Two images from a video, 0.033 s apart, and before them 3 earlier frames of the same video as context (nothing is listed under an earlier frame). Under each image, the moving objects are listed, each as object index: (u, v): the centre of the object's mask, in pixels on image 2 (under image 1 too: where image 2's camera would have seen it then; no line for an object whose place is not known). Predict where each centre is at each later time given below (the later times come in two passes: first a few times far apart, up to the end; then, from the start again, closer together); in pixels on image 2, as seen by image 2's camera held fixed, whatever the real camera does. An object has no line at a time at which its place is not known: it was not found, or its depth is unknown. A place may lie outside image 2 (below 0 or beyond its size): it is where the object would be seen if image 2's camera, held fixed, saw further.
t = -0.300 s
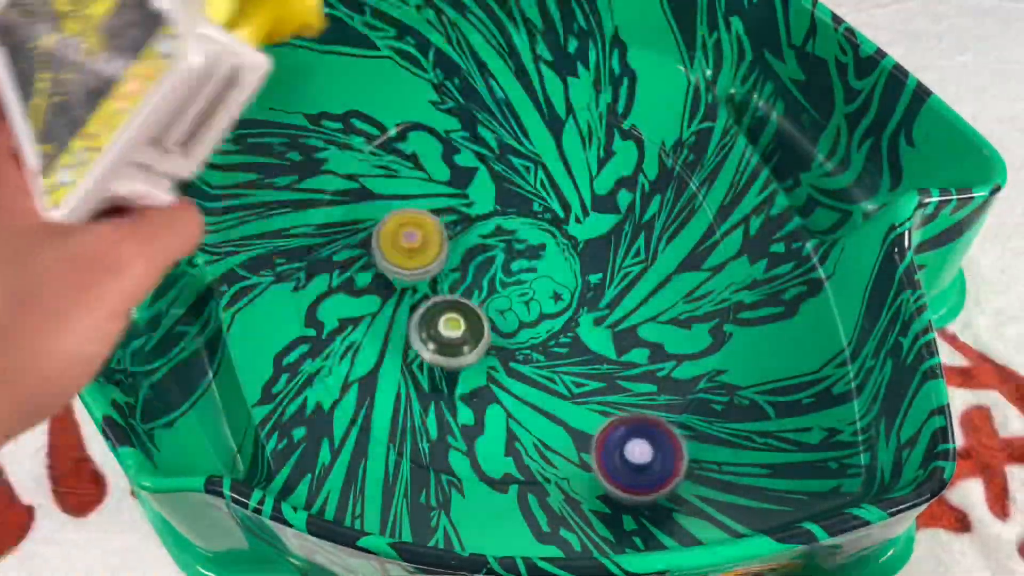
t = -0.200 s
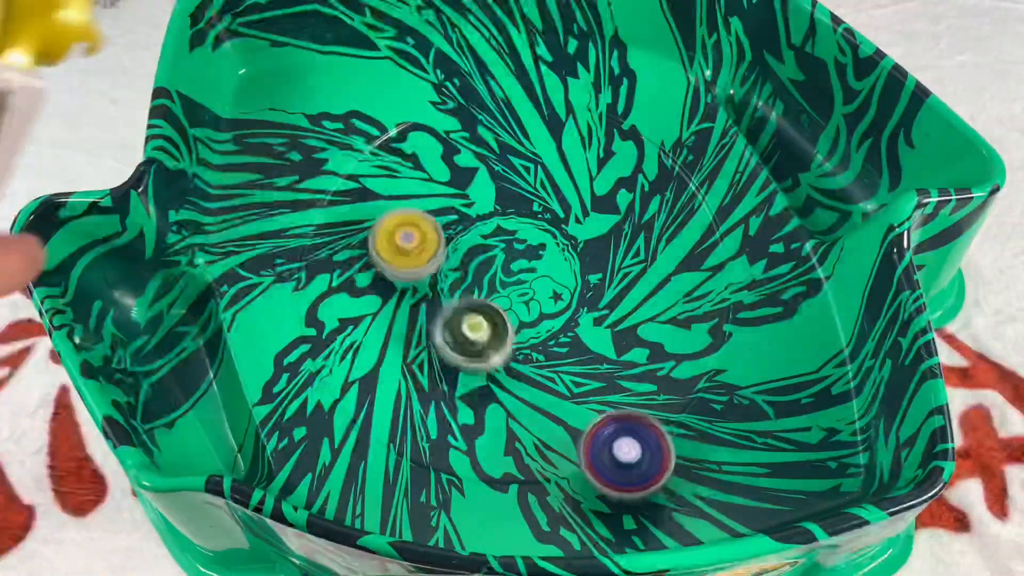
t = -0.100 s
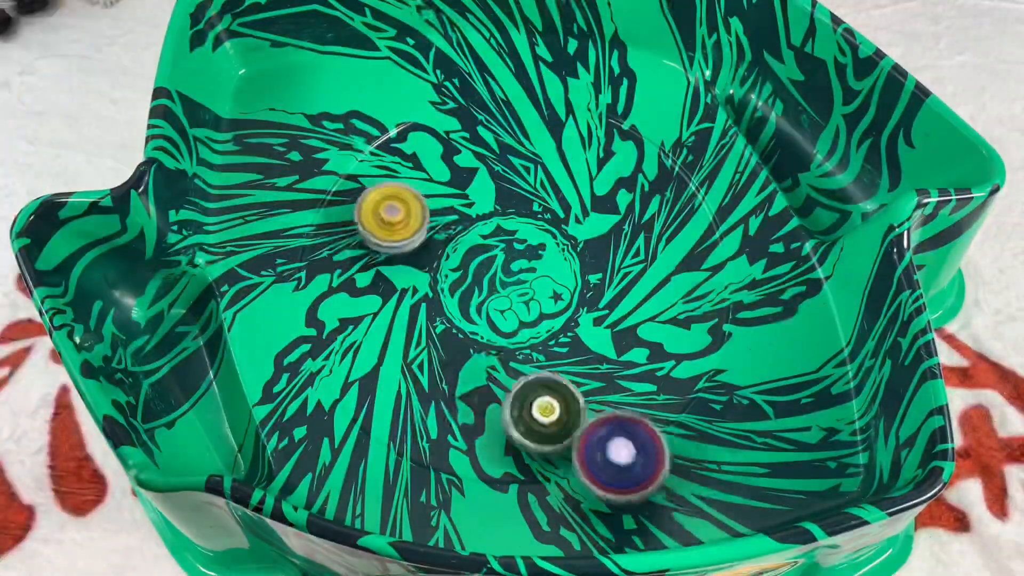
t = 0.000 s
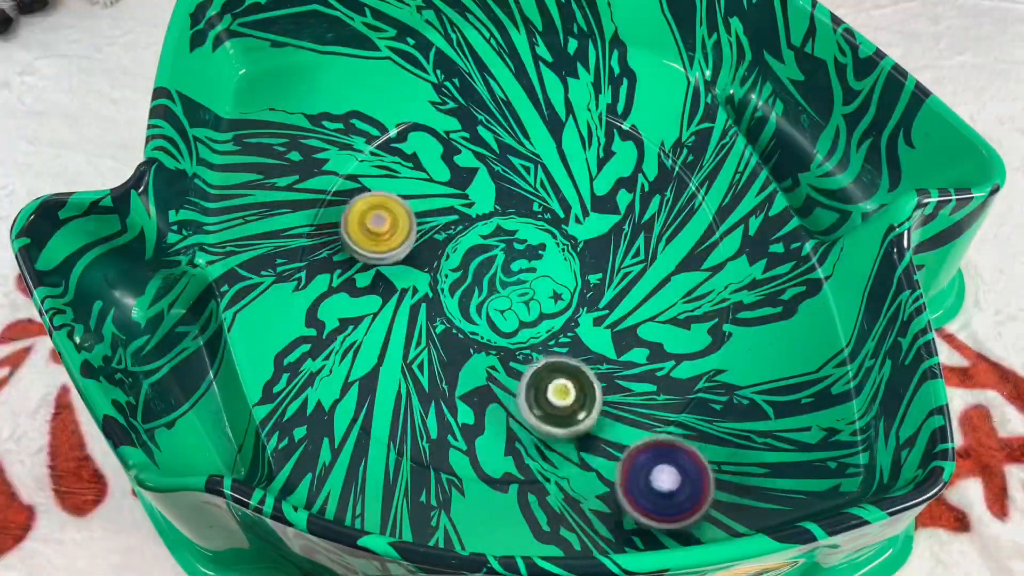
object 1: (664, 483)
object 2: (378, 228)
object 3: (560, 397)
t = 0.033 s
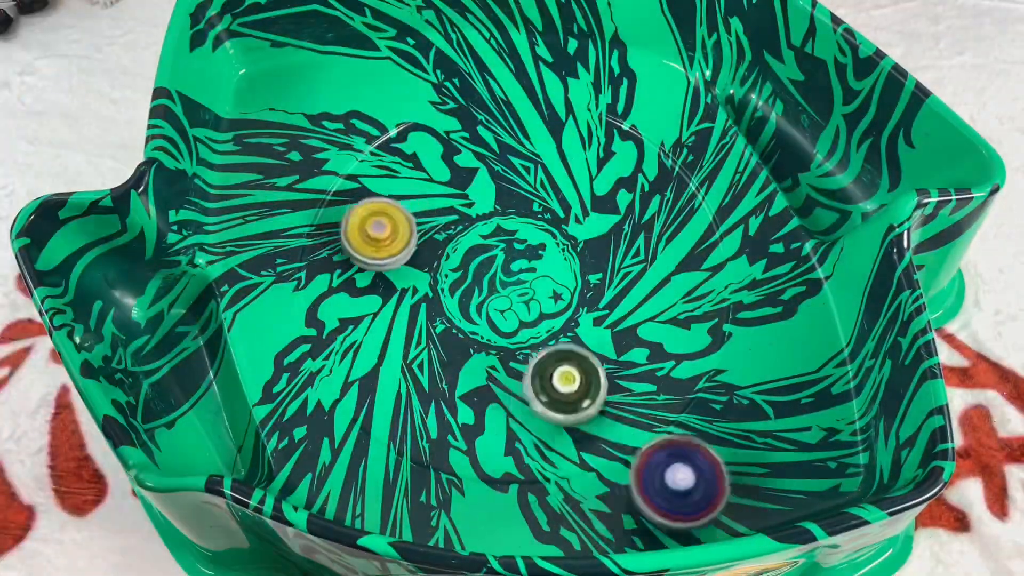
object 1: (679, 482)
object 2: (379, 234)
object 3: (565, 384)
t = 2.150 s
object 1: (521, 267)
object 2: (552, 157)
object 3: (443, 179)
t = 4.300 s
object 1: (699, 81)
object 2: (524, 280)
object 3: (214, 358)
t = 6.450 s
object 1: (531, 317)
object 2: (458, 277)
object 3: (328, 237)
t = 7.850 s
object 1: (552, 183)
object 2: (437, 241)
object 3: (602, 344)
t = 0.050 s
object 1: (686, 481)
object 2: (381, 237)
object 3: (567, 378)
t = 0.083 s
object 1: (700, 477)
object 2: (387, 244)
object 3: (572, 362)
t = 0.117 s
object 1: (710, 472)
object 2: (397, 250)
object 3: (575, 346)
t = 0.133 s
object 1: (714, 470)
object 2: (403, 250)
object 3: (576, 337)
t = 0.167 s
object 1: (718, 465)
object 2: (417, 251)
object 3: (576, 322)
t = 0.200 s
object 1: (719, 459)
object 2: (430, 249)
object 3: (576, 308)
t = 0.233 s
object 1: (718, 451)
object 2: (444, 244)
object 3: (575, 293)
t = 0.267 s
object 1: (714, 443)
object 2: (455, 237)
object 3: (572, 282)
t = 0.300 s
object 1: (709, 434)
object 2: (465, 227)
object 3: (570, 271)
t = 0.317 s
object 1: (705, 428)
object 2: (468, 222)
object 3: (568, 267)
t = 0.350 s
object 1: (697, 418)
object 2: (474, 210)
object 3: (566, 259)
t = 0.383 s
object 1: (687, 410)
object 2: (476, 198)
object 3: (562, 253)
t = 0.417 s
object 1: (674, 401)
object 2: (476, 186)
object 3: (559, 248)
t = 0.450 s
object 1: (662, 389)
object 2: (472, 175)
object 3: (556, 245)
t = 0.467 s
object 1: (655, 382)
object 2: (469, 170)
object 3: (555, 243)
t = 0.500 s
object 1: (644, 366)
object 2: (462, 162)
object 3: (552, 240)
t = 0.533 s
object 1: (632, 348)
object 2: (453, 157)
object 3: (549, 238)
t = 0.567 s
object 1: (620, 328)
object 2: (444, 155)
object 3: (547, 235)
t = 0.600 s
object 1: (606, 309)
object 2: (434, 156)
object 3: (543, 232)
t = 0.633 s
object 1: (592, 292)
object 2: (425, 161)
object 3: (541, 229)
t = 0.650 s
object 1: (584, 284)
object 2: (422, 165)
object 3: (538, 226)
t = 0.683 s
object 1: (577, 294)
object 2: (419, 174)
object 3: (525, 195)
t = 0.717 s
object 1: (569, 300)
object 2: (419, 185)
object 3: (512, 166)
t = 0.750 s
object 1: (557, 304)
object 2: (423, 196)
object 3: (500, 140)
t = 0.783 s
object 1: (545, 305)
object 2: (430, 207)
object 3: (489, 121)
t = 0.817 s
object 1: (531, 302)
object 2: (441, 216)
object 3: (479, 106)
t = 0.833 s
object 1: (523, 300)
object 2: (448, 221)
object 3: (475, 100)
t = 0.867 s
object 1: (509, 295)
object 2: (463, 226)
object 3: (468, 99)
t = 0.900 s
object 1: (498, 299)
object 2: (478, 222)
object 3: (462, 106)
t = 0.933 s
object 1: (489, 318)
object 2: (491, 210)
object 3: (456, 115)
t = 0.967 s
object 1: (480, 332)
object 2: (500, 199)
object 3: (452, 123)
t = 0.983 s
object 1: (476, 337)
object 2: (504, 194)
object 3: (451, 129)
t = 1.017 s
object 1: (469, 347)
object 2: (510, 182)
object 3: (448, 139)
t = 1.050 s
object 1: (464, 355)
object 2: (517, 172)
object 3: (442, 146)
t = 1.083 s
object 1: (461, 361)
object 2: (521, 161)
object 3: (435, 152)
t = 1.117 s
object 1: (460, 367)
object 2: (521, 149)
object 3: (431, 157)
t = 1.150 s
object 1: (461, 372)
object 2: (518, 139)
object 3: (428, 163)
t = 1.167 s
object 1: (462, 374)
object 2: (516, 134)
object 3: (428, 166)
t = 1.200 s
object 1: (464, 378)
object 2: (509, 126)
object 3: (426, 171)
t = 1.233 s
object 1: (467, 382)
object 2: (500, 122)
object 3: (426, 177)
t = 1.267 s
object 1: (471, 384)
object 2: (490, 121)
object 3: (427, 181)
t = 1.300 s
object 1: (474, 386)
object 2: (479, 124)
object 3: (428, 186)
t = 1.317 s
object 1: (475, 386)
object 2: (475, 127)
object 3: (429, 188)
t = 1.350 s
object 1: (479, 386)
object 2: (468, 134)
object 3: (430, 194)
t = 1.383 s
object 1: (484, 385)
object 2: (466, 140)
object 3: (426, 207)
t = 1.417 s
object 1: (488, 383)
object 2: (465, 151)
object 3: (424, 219)
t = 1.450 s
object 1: (491, 380)
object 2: (467, 164)
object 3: (423, 229)
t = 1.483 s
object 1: (496, 375)
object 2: (473, 176)
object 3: (425, 238)
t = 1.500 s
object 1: (497, 373)
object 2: (477, 182)
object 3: (427, 241)
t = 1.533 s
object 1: (501, 367)
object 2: (488, 193)
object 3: (430, 248)
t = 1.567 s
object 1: (503, 360)
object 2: (501, 202)
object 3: (435, 252)
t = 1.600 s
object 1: (505, 351)
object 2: (516, 209)
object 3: (440, 256)
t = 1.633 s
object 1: (505, 342)
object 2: (533, 214)
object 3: (445, 259)
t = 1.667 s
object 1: (504, 332)
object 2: (549, 215)
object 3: (450, 261)
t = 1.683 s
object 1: (503, 327)
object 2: (558, 214)
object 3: (452, 262)
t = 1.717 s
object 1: (505, 327)
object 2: (575, 211)
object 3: (453, 253)
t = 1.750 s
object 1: (513, 339)
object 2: (590, 205)
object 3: (446, 229)
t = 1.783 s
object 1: (520, 346)
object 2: (604, 197)
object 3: (441, 207)
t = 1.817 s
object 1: (525, 348)
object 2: (613, 187)
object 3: (438, 187)
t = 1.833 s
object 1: (528, 347)
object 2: (617, 182)
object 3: (437, 179)
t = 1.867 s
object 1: (532, 344)
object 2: (622, 171)
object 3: (438, 166)
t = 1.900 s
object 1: (535, 339)
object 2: (623, 159)
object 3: (438, 158)
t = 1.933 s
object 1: (538, 332)
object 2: (621, 149)
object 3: (440, 154)
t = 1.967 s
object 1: (539, 324)
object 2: (614, 141)
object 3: (441, 154)
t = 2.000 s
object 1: (540, 315)
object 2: (604, 135)
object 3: (442, 157)
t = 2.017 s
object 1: (540, 310)
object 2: (599, 133)
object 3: (442, 159)
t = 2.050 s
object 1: (538, 300)
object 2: (586, 133)
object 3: (442, 163)
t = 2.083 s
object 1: (535, 288)
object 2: (574, 138)
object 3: (442, 169)
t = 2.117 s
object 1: (529, 278)
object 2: (561, 146)
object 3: (442, 174)
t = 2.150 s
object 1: (521, 267)
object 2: (552, 157)
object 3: (443, 179)
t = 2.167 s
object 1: (516, 262)
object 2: (547, 164)
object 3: (443, 182)
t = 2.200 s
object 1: (506, 253)
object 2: (542, 178)
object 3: (444, 187)
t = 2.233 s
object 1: (494, 247)
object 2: (541, 191)
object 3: (445, 191)
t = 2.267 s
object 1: (473, 266)
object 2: (553, 193)
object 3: (441, 185)
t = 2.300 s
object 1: (455, 284)
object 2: (564, 197)
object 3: (437, 178)
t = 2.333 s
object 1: (441, 301)
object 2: (574, 201)
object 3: (436, 175)
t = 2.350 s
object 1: (434, 308)
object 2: (579, 202)
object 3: (436, 175)
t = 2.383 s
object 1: (424, 321)
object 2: (590, 202)
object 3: (436, 177)
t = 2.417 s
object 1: (418, 334)
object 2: (599, 201)
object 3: (436, 180)
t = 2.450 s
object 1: (417, 346)
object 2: (608, 199)
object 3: (436, 184)
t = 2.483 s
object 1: (418, 357)
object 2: (614, 196)
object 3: (436, 189)
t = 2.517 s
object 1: (423, 368)
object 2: (618, 192)
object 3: (437, 194)
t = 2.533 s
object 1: (427, 372)
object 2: (619, 190)
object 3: (438, 196)
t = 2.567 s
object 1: (437, 381)
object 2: (621, 187)
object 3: (439, 200)
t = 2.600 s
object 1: (450, 386)
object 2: (621, 185)
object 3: (440, 205)
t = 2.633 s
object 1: (465, 389)
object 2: (619, 183)
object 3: (442, 209)
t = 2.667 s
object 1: (481, 389)
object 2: (615, 183)
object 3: (443, 213)
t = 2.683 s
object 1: (489, 388)
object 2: (613, 183)
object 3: (444, 215)
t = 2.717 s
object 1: (506, 384)
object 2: (607, 187)
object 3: (446, 219)
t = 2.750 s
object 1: (523, 377)
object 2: (601, 192)
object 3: (448, 223)
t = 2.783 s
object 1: (538, 367)
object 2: (596, 199)
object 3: (450, 227)
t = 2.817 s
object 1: (550, 354)
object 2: (592, 209)
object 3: (452, 231)
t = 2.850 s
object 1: (560, 338)
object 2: (591, 219)
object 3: (454, 234)
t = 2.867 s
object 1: (564, 330)
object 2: (591, 224)
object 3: (456, 236)
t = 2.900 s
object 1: (569, 313)
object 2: (592, 234)
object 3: (458, 239)
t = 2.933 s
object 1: (564, 309)
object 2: (602, 230)
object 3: (461, 243)
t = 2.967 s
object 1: (552, 317)
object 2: (613, 215)
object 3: (464, 247)
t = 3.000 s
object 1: (540, 320)
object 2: (617, 203)
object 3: (466, 250)
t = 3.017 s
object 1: (535, 320)
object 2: (618, 197)
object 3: (468, 252)
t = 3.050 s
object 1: (526, 319)
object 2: (616, 186)
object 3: (471, 254)
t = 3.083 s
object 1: (519, 315)
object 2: (610, 177)
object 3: (473, 255)
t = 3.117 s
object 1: (525, 340)
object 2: (602, 169)
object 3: (465, 225)
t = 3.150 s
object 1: (530, 361)
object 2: (591, 164)
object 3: (458, 195)
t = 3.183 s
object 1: (536, 378)
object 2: (578, 163)
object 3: (451, 168)
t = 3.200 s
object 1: (539, 383)
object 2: (572, 163)
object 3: (449, 156)
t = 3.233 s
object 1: (545, 391)
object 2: (558, 167)
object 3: (445, 137)
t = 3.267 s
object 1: (551, 395)
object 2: (545, 174)
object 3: (443, 124)
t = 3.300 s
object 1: (560, 393)
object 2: (534, 183)
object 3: (441, 115)
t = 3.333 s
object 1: (568, 387)
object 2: (526, 195)
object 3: (438, 110)
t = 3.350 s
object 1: (572, 384)
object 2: (523, 201)
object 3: (436, 110)
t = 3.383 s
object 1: (580, 375)
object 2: (518, 216)
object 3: (433, 112)
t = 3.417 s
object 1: (587, 364)
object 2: (517, 231)
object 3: (430, 116)
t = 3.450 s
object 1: (593, 352)
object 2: (519, 247)
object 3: (428, 122)
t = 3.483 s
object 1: (597, 337)
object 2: (524, 262)
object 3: (426, 129)
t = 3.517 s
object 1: (597, 323)
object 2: (532, 276)
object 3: (424, 136)
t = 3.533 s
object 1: (605, 323)
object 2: (532, 277)
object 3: (424, 140)
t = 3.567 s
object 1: (629, 331)
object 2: (525, 274)
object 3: (423, 149)
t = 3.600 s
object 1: (648, 335)
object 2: (524, 276)
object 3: (423, 156)
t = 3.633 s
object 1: (663, 334)
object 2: (525, 280)
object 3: (423, 164)
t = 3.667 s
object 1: (673, 331)
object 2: (527, 285)
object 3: (425, 173)
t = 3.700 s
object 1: (677, 324)
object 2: (530, 289)
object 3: (426, 181)
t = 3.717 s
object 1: (679, 320)
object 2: (531, 291)
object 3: (427, 184)
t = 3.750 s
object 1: (679, 310)
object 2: (535, 294)
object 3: (429, 191)
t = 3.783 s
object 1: (677, 296)
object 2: (540, 297)
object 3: (431, 198)
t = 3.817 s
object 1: (672, 283)
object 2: (544, 299)
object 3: (434, 204)
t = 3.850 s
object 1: (665, 268)
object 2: (548, 299)
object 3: (436, 209)
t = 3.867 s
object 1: (660, 261)
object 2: (550, 299)
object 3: (437, 212)
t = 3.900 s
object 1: (650, 247)
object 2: (554, 298)
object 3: (439, 216)
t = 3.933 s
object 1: (638, 234)
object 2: (556, 297)
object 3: (442, 220)
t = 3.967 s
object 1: (623, 221)
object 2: (558, 294)
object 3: (444, 224)
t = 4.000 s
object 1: (606, 211)
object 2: (559, 291)
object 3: (447, 229)
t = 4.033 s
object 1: (588, 202)
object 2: (559, 287)
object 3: (450, 232)
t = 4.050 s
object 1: (578, 198)
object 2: (558, 285)
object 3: (452, 233)
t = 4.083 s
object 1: (557, 192)
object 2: (555, 282)
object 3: (455, 237)
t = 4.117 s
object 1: (537, 189)
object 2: (552, 279)
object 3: (458, 240)
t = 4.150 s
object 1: (516, 187)
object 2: (547, 277)
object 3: (461, 243)
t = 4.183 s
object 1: (565, 153)
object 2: (541, 276)
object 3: (376, 286)
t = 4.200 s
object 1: (592, 134)
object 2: (538, 276)
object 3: (324, 309)
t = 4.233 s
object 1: (643, 94)
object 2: (532, 276)
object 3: (236, 345)
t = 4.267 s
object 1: (683, 66)
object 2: (527, 278)
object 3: (168, 377)
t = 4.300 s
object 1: (699, 81)
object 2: (524, 280)
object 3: (214, 358)
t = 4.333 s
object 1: (709, 107)
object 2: (520, 282)
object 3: (270, 343)
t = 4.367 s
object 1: (715, 146)
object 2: (517, 284)
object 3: (329, 339)
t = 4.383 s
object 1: (717, 170)
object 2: (515, 285)
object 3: (360, 339)
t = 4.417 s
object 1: (712, 191)
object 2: (512, 288)
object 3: (417, 347)
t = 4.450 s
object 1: (705, 218)
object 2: (511, 291)
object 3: (468, 354)
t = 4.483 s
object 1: (692, 244)
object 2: (518, 282)
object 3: (498, 351)
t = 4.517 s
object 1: (676, 263)
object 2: (522, 276)
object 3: (529, 355)
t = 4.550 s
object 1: (659, 280)
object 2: (524, 268)
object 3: (560, 367)
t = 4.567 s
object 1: (648, 288)
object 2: (524, 265)
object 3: (574, 368)
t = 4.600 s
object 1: (631, 297)
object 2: (522, 258)
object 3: (596, 371)
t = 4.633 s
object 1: (634, 287)
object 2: (520, 251)
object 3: (594, 406)
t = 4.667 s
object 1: (634, 280)
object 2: (516, 245)
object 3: (590, 443)
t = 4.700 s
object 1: (632, 272)
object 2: (512, 239)
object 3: (586, 465)
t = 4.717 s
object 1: (629, 267)
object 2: (510, 236)
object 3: (584, 477)
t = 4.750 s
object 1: (621, 259)
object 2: (504, 233)
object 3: (580, 497)
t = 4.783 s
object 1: (611, 252)
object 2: (498, 230)
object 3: (579, 511)
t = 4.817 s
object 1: (599, 244)
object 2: (491, 229)
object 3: (579, 504)
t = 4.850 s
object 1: (585, 240)
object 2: (485, 228)
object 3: (580, 489)
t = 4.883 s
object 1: (572, 238)
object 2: (478, 229)
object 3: (582, 473)
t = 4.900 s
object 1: (565, 238)
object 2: (476, 230)
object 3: (583, 463)
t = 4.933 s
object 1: (552, 238)
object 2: (470, 232)
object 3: (584, 445)
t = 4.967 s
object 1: (542, 241)
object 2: (463, 235)
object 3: (584, 424)
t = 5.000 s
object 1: (535, 245)
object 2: (456, 239)
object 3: (582, 402)
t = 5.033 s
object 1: (533, 250)
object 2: (446, 244)
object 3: (580, 380)
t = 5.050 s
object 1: (532, 253)
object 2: (443, 247)
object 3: (577, 369)
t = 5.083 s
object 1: (528, 259)
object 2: (437, 254)
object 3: (574, 350)
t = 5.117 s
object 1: (524, 264)
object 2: (433, 262)
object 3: (570, 331)
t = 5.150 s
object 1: (506, 230)
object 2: (432, 270)
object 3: (585, 364)
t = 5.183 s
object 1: (485, 196)
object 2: (432, 278)
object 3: (602, 403)
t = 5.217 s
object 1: (463, 171)
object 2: (435, 287)
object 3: (616, 436)
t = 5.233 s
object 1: (452, 163)
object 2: (437, 291)
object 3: (621, 444)
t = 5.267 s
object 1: (426, 151)
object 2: (444, 298)
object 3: (625, 453)
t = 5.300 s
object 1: (399, 149)
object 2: (452, 304)
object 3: (627, 466)
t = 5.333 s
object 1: (371, 155)
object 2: (462, 307)
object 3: (627, 470)
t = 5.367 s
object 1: (341, 168)
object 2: (473, 309)
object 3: (625, 472)
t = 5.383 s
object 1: (328, 180)
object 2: (479, 309)
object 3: (624, 471)
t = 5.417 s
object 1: (313, 210)
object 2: (490, 308)
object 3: (622, 467)
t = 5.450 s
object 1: (310, 248)
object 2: (501, 304)
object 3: (620, 462)
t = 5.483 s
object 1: (310, 286)
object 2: (510, 299)
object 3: (618, 457)
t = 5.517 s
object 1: (320, 322)
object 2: (519, 291)
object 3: (617, 453)
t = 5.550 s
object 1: (340, 354)
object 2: (526, 283)
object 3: (616, 448)
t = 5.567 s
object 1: (353, 368)
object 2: (528, 278)
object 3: (614, 442)
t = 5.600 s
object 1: (388, 391)
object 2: (531, 268)
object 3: (609, 430)
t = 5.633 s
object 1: (429, 404)
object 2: (532, 258)
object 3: (606, 417)
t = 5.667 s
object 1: (471, 408)
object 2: (531, 248)
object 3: (600, 403)
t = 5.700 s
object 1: (511, 400)
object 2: (528, 239)
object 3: (600, 388)
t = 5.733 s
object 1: (520, 387)
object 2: (524, 231)
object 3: (629, 370)
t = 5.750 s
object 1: (527, 379)
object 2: (521, 227)
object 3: (641, 361)
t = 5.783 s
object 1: (539, 360)
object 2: (515, 221)
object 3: (662, 342)
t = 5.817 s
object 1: (543, 336)
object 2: (508, 217)
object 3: (676, 320)
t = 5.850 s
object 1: (542, 312)
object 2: (499, 214)
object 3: (681, 295)
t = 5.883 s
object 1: (533, 287)
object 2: (491, 212)
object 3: (680, 270)
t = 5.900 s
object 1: (526, 276)
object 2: (486, 212)
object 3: (677, 256)
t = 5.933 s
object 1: (517, 268)
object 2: (475, 204)
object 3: (667, 230)
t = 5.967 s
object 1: (509, 268)
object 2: (464, 198)
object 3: (651, 205)
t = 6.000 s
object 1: (501, 268)
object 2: (453, 197)
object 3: (631, 181)
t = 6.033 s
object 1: (493, 271)
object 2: (443, 198)
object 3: (610, 160)
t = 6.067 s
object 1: (487, 275)
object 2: (433, 201)
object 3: (584, 141)
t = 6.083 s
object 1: (484, 277)
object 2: (428, 204)
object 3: (571, 133)
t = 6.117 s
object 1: (480, 283)
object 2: (420, 210)
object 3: (542, 120)
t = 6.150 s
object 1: (476, 290)
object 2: (414, 218)
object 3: (513, 110)
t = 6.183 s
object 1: (475, 295)
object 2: (411, 227)
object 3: (482, 104)
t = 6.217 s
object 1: (477, 301)
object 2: (410, 236)
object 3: (450, 102)
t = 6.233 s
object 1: (478, 304)
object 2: (411, 241)
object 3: (437, 105)
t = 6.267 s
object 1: (481, 310)
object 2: (414, 250)
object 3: (407, 122)
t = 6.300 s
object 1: (486, 313)
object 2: (420, 260)
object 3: (384, 143)
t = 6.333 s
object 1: (492, 315)
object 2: (428, 268)
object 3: (364, 165)
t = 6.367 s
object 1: (502, 317)
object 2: (436, 272)
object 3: (348, 187)
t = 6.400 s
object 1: (512, 319)
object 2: (445, 276)
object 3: (337, 208)
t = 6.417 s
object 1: (519, 318)
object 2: (450, 277)
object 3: (333, 218)
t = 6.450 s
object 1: (531, 317)
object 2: (458, 277)
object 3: (328, 237)
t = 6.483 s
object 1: (555, 320)
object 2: (457, 269)
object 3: (327, 255)
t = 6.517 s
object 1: (574, 316)
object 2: (457, 262)
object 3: (329, 269)
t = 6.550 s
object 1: (591, 307)
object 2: (458, 257)
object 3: (334, 281)
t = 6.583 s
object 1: (605, 294)
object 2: (457, 252)
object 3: (342, 291)
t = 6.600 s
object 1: (610, 287)
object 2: (457, 250)
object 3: (346, 295)
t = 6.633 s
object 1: (616, 270)
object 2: (456, 245)
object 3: (356, 302)
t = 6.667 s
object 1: (617, 253)
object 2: (455, 241)
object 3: (365, 307)
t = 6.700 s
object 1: (613, 236)
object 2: (454, 237)
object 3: (375, 309)
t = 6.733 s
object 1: (603, 221)
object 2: (452, 233)
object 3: (384, 312)
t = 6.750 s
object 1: (596, 215)
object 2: (451, 232)
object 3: (389, 313)
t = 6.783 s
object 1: (581, 204)
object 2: (450, 229)
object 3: (398, 314)
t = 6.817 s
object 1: (562, 197)
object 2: (449, 227)
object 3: (406, 314)
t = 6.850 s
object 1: (540, 195)
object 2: (448, 225)
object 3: (414, 314)
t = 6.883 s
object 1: (519, 198)
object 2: (446, 223)
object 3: (420, 314)
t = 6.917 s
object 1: (514, 201)
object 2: (422, 227)
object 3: (426, 314)
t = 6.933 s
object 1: (511, 204)
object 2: (412, 230)
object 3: (429, 314)
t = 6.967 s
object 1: (505, 213)
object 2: (398, 237)
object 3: (433, 314)
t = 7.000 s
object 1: (500, 222)
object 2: (388, 247)
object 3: (437, 314)
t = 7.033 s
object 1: (496, 232)
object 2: (379, 258)
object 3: (441, 314)
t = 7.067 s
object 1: (495, 244)
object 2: (374, 271)
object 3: (445, 314)
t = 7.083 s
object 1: (497, 250)
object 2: (373, 277)
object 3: (447, 314)
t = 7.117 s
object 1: (503, 259)
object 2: (368, 287)
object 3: (453, 322)
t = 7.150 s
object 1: (512, 267)
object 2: (364, 296)
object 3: (467, 335)
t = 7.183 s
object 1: (522, 274)
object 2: (365, 308)
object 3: (479, 344)
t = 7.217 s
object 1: (534, 278)
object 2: (370, 319)
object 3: (490, 351)
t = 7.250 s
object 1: (546, 279)
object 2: (378, 328)
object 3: (499, 355)
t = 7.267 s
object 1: (553, 279)
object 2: (383, 332)
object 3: (503, 356)
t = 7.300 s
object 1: (565, 277)
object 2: (395, 339)
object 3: (510, 357)
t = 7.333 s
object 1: (574, 274)
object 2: (409, 343)
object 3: (516, 357)
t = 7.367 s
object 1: (581, 269)
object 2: (424, 345)
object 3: (521, 357)
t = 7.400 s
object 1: (587, 261)
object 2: (439, 344)
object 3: (526, 356)
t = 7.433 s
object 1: (590, 253)
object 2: (447, 339)
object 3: (535, 357)
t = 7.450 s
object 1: (591, 249)
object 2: (450, 336)
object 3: (545, 358)
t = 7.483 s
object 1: (591, 241)
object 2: (458, 328)
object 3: (563, 360)
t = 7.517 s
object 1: (587, 235)
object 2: (467, 318)
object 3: (576, 360)
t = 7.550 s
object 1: (581, 230)
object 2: (476, 308)
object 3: (586, 359)
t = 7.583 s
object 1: (574, 224)
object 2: (482, 297)
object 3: (594, 357)
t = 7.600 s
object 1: (569, 222)
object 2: (486, 290)
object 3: (596, 356)
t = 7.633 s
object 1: (559, 220)
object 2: (489, 278)
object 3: (599, 353)
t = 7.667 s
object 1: (554, 218)
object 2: (486, 268)
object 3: (601, 352)
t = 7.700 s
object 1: (558, 209)
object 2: (475, 262)
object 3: (602, 350)
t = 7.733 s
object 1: (560, 202)
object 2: (467, 256)
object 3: (602, 349)
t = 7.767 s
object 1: (559, 195)
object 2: (460, 250)
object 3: (602, 347)
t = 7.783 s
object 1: (559, 191)
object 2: (456, 248)
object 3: (602, 346)
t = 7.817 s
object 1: (556, 187)
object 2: (447, 244)
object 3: (602, 345)
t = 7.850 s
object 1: (552, 183)
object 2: (437, 241)
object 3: (602, 344)
